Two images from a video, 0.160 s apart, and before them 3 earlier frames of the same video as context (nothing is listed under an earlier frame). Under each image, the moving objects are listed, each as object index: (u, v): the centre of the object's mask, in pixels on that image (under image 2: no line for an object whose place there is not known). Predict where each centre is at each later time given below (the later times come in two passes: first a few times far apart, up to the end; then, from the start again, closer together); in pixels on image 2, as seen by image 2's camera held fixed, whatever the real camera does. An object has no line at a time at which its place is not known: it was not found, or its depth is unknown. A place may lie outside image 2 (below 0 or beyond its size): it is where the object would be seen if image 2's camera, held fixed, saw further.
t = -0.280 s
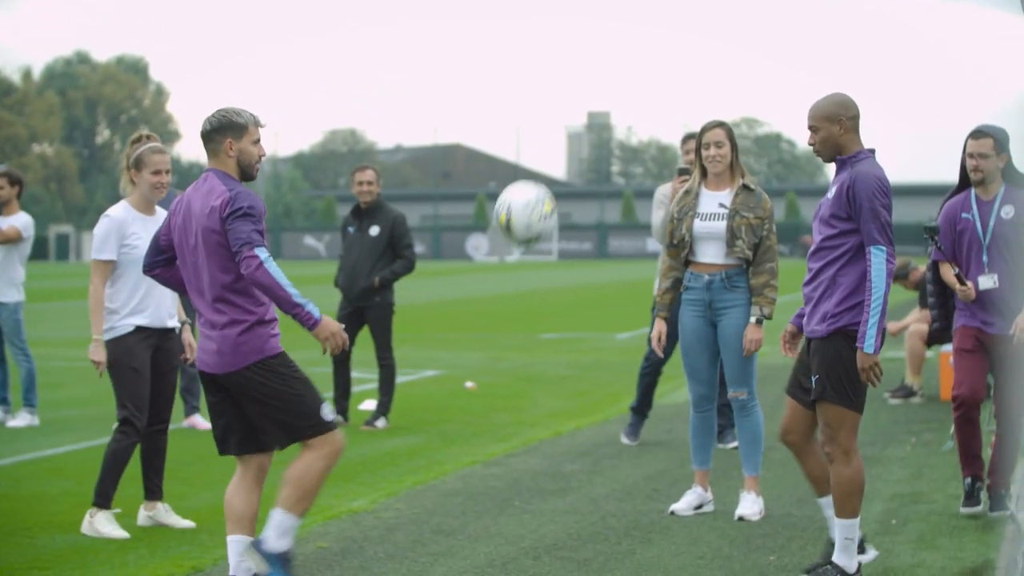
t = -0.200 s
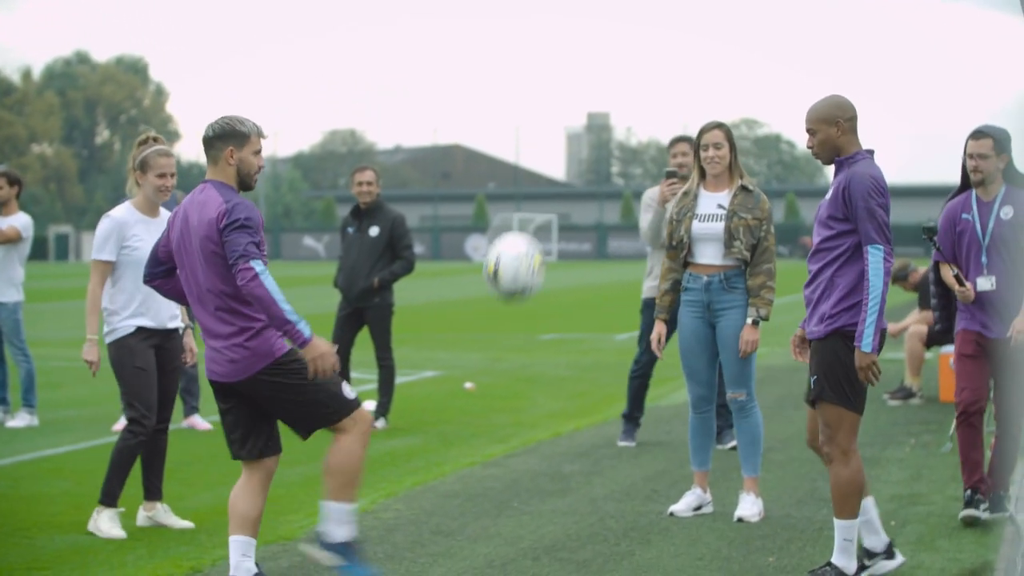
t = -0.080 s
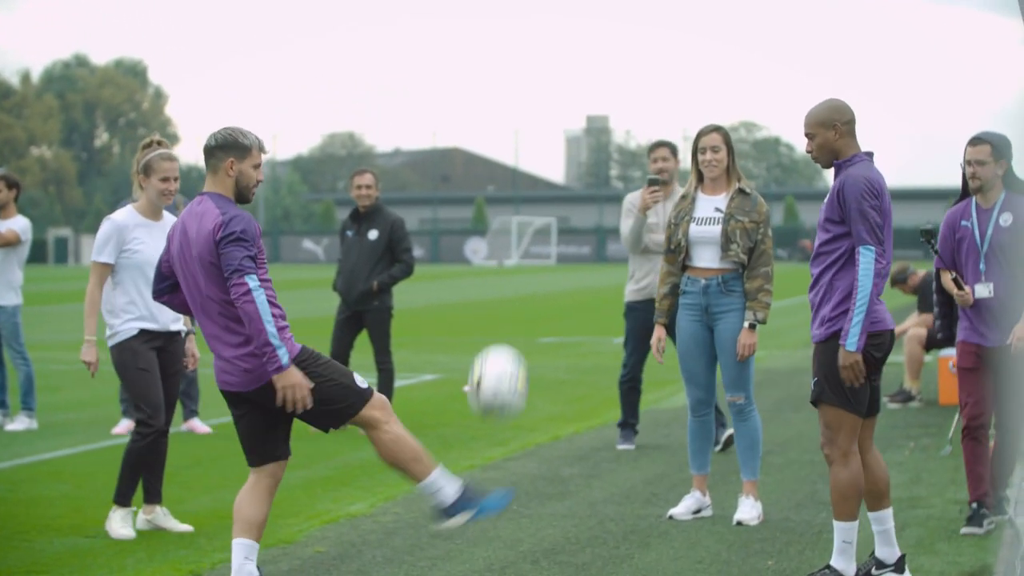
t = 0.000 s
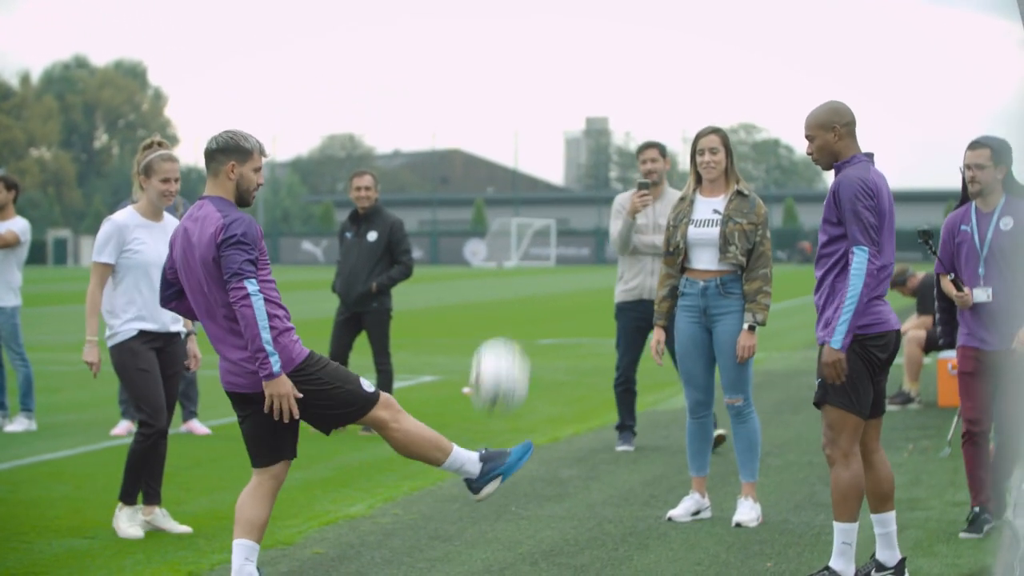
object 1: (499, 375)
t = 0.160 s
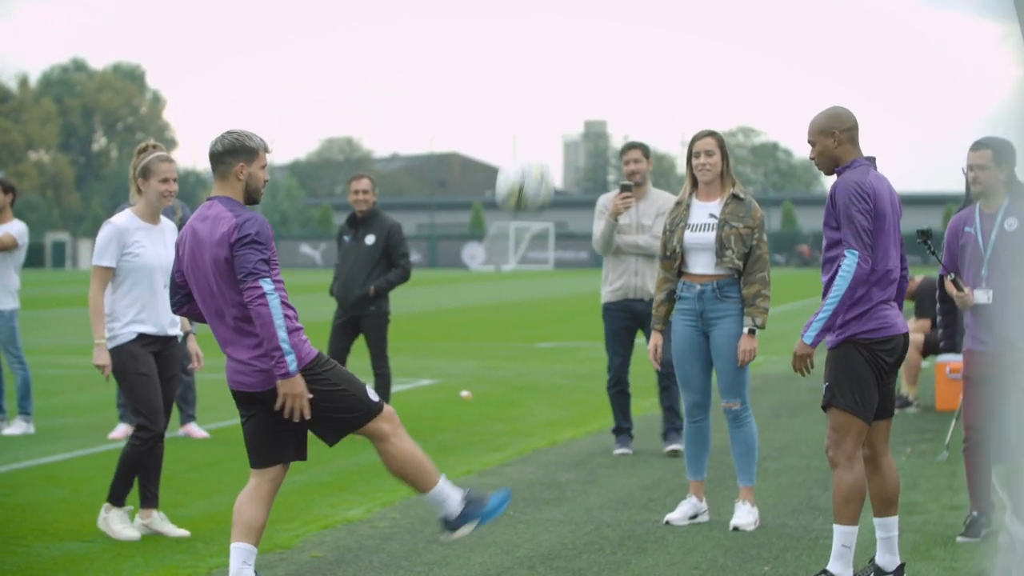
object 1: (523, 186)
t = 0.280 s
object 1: (546, 86)
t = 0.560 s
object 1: (590, 5)
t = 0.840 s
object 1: (632, 101)
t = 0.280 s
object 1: (546, 86)
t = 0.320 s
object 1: (552, 61)
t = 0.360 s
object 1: (559, 41)
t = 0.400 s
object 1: (566, 24)
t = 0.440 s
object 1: (572, 13)
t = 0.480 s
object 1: (578, 8)
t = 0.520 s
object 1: (584, 6)
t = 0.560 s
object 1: (590, 5)
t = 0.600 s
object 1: (596, 6)
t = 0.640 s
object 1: (601, 10)
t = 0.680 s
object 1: (608, 21)
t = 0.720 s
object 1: (614, 35)
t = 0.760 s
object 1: (619, 53)
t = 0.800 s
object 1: (625, 76)
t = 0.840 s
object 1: (632, 101)
